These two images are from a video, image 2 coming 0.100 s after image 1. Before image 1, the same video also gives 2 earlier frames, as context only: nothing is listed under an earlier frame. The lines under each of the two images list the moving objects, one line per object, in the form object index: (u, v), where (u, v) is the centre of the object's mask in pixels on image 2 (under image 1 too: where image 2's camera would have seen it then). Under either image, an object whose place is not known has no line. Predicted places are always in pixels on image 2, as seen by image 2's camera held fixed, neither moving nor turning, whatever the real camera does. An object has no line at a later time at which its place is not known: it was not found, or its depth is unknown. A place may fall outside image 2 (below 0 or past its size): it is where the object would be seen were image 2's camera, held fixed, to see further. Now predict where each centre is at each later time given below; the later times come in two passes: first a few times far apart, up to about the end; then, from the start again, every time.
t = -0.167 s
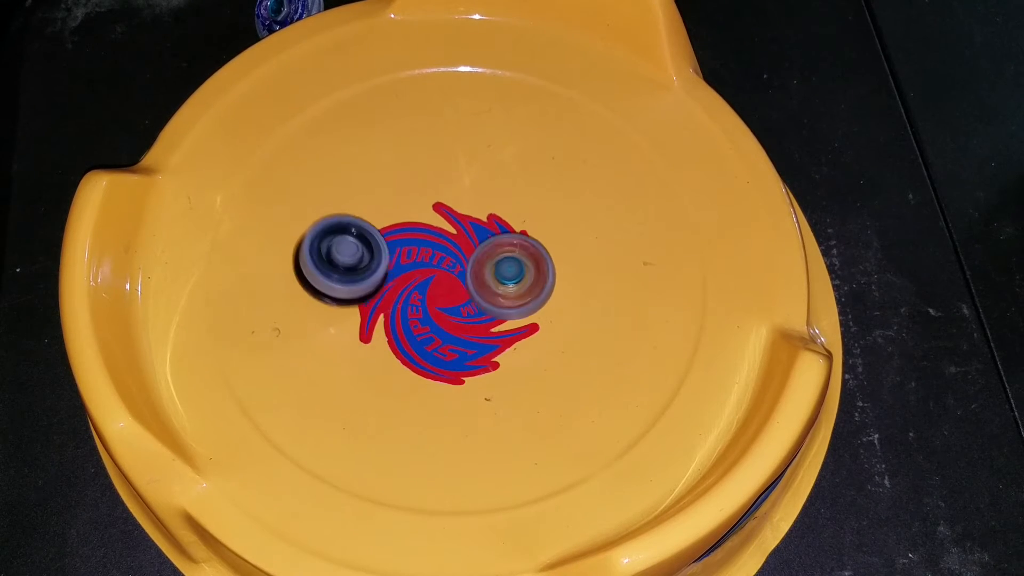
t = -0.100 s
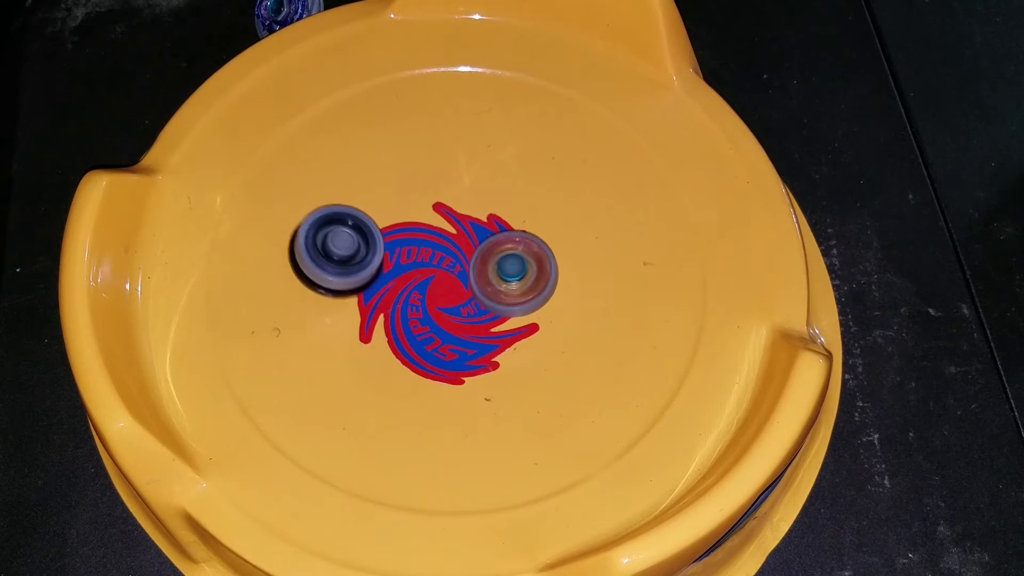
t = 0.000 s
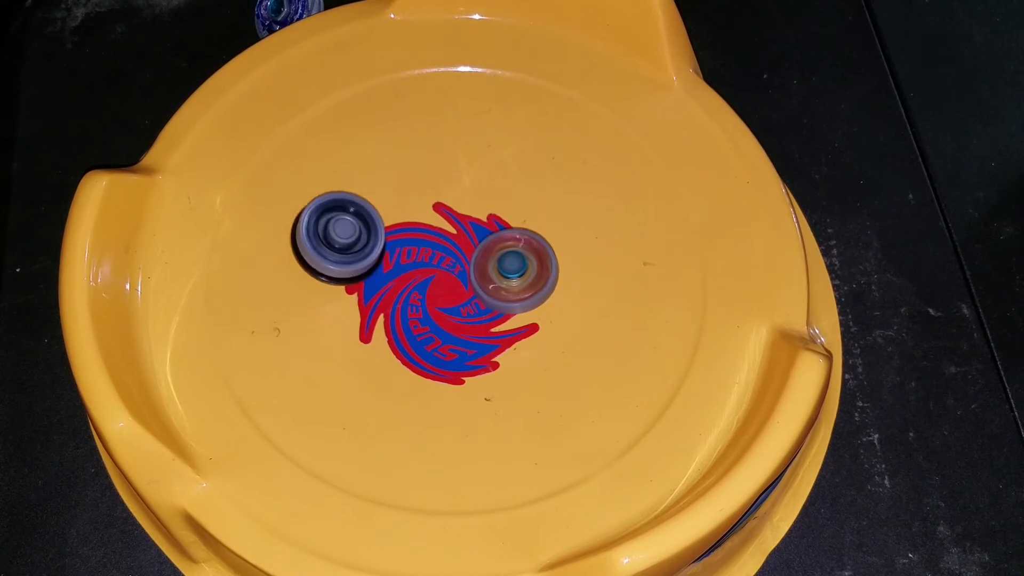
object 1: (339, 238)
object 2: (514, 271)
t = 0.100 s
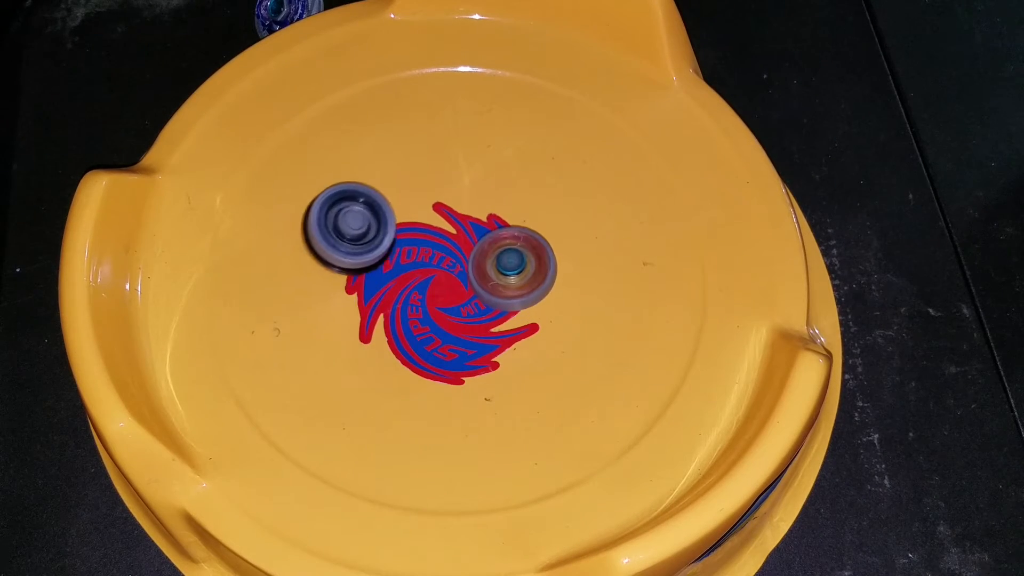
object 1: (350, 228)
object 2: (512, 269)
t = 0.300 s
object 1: (399, 219)
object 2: (499, 266)
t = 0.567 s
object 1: (454, 205)
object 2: (496, 291)
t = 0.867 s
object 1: (496, 219)
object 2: (464, 318)
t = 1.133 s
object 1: (516, 232)
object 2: (431, 340)
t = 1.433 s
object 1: (493, 273)
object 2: (413, 310)
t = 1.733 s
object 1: (505, 281)
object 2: (368, 281)
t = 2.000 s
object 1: (477, 290)
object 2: (388, 245)
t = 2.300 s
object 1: (476, 324)
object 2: (419, 206)
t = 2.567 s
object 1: (460, 318)
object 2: (465, 230)
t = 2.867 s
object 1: (420, 319)
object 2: (494, 249)
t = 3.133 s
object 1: (393, 294)
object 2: (493, 277)
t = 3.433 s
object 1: (389, 252)
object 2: (467, 294)
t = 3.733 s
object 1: (418, 211)
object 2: (446, 314)
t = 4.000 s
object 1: (462, 217)
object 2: (441, 308)
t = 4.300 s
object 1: (505, 256)
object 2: (425, 295)
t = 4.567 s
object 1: (509, 298)
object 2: (412, 279)
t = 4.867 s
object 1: (471, 325)
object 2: (410, 252)
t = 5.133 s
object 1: (437, 330)
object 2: (424, 224)
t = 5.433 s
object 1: (409, 307)
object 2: (468, 229)
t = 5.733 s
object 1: (403, 284)
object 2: (492, 257)
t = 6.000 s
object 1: (391, 263)
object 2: (499, 288)
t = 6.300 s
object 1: (401, 242)
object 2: (503, 299)
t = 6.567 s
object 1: (426, 240)
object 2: (500, 293)
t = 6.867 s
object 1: (438, 243)
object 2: (510, 288)
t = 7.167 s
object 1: (430, 245)
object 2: (506, 300)
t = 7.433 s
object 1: (423, 246)
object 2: (489, 303)
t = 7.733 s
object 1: (419, 238)
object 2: (488, 300)
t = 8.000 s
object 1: (424, 242)
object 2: (490, 295)
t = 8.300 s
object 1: (426, 248)
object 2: (486, 304)
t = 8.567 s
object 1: (429, 249)
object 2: (475, 322)
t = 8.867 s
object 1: (446, 239)
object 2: (461, 318)
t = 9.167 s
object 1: (463, 238)
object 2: (458, 319)
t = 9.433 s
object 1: (473, 239)
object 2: (447, 316)
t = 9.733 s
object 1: (458, 234)
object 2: (437, 314)
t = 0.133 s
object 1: (356, 226)
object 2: (511, 268)
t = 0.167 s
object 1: (363, 225)
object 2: (510, 268)
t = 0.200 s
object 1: (371, 223)
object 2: (508, 267)
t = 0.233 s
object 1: (381, 221)
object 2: (505, 267)
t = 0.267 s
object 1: (390, 220)
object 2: (503, 266)
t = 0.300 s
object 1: (399, 219)
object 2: (499, 266)
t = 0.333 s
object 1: (408, 219)
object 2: (496, 265)
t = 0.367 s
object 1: (417, 219)
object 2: (492, 265)
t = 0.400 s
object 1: (424, 217)
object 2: (497, 271)
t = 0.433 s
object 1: (430, 215)
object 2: (497, 275)
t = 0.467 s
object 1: (439, 214)
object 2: (495, 275)
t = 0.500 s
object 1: (445, 210)
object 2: (497, 282)
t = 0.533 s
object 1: (449, 207)
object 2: (497, 289)
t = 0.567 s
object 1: (454, 205)
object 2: (496, 291)
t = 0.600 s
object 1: (459, 205)
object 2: (495, 293)
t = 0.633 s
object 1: (463, 205)
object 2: (493, 295)
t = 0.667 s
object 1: (468, 207)
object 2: (491, 297)
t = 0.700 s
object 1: (473, 210)
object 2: (488, 298)
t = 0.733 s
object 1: (477, 213)
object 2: (485, 300)
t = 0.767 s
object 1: (482, 217)
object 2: (482, 300)
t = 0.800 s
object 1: (487, 220)
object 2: (478, 301)
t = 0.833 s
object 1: (490, 223)
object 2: (474, 302)
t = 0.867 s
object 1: (496, 219)
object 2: (464, 318)
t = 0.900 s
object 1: (501, 216)
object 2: (455, 330)
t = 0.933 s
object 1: (505, 217)
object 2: (448, 335)
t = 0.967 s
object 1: (509, 218)
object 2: (445, 338)
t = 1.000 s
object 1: (512, 220)
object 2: (442, 339)
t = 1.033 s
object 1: (514, 222)
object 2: (439, 340)
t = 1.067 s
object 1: (515, 224)
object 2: (436, 341)
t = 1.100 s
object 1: (516, 228)
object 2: (434, 341)
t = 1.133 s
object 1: (516, 232)
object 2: (431, 340)
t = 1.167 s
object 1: (516, 236)
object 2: (428, 338)
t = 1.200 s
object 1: (515, 241)
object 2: (425, 336)
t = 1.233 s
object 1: (513, 245)
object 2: (423, 333)
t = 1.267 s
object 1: (510, 249)
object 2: (421, 330)
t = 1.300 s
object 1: (505, 255)
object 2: (420, 327)
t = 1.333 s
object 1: (501, 260)
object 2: (419, 322)
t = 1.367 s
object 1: (497, 265)
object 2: (418, 318)
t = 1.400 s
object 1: (493, 270)
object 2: (418, 313)
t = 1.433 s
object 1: (493, 273)
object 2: (413, 310)
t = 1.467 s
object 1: (492, 275)
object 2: (408, 306)
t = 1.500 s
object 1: (502, 276)
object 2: (388, 306)
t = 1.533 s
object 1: (507, 278)
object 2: (377, 302)
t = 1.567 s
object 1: (510, 278)
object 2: (373, 299)
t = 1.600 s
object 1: (511, 279)
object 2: (371, 296)
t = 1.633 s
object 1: (510, 279)
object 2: (369, 292)
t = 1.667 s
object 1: (509, 280)
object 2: (367, 288)
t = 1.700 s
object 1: (507, 281)
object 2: (368, 284)
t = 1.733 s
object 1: (505, 281)
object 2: (368, 281)
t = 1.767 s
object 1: (501, 282)
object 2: (370, 277)
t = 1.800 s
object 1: (496, 283)
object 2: (372, 273)
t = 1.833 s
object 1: (492, 283)
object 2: (375, 269)
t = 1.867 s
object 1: (487, 283)
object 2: (378, 265)
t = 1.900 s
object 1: (482, 283)
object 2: (383, 261)
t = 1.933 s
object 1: (476, 284)
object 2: (388, 257)
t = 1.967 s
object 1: (477, 287)
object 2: (386, 250)
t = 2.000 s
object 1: (477, 290)
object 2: (388, 245)
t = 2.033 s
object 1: (475, 292)
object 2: (393, 242)
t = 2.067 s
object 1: (472, 294)
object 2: (398, 239)
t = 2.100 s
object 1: (469, 296)
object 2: (402, 237)
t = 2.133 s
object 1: (474, 305)
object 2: (398, 224)
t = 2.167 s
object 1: (476, 311)
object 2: (399, 213)
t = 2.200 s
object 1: (475, 315)
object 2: (405, 207)
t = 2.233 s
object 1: (475, 319)
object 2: (410, 205)
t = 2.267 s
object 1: (476, 322)
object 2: (415, 206)
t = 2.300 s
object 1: (476, 324)
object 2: (419, 206)
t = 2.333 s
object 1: (476, 325)
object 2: (423, 207)
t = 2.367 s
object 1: (475, 327)
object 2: (428, 209)
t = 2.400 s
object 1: (474, 327)
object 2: (433, 212)
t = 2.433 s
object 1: (472, 326)
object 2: (438, 215)
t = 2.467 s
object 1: (469, 325)
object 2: (447, 218)
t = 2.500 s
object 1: (467, 324)
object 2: (454, 222)
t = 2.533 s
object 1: (464, 321)
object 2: (459, 225)
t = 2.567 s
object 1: (460, 318)
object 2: (465, 230)
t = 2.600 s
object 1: (456, 318)
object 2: (470, 233)
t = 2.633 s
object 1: (448, 324)
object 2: (477, 227)
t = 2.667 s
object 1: (444, 325)
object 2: (483, 227)
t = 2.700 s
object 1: (439, 326)
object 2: (487, 230)
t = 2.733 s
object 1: (435, 326)
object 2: (489, 233)
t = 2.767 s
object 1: (431, 326)
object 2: (492, 237)
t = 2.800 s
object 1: (427, 324)
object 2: (493, 241)
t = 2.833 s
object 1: (423, 322)
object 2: (494, 245)
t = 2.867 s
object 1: (420, 319)
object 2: (494, 249)
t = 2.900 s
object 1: (418, 316)
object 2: (494, 254)
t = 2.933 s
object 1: (415, 312)
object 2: (493, 259)
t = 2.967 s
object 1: (412, 309)
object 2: (493, 263)
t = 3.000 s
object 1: (405, 306)
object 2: (500, 264)
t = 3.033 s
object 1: (400, 303)
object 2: (501, 268)
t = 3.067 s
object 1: (397, 301)
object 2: (499, 271)
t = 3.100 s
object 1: (395, 297)
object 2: (496, 274)
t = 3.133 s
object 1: (393, 294)
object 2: (493, 277)
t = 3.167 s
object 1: (392, 290)
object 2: (489, 280)
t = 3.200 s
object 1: (392, 286)
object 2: (484, 283)
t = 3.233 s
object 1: (389, 280)
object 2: (486, 285)
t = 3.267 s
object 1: (387, 275)
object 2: (483, 287)
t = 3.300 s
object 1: (388, 272)
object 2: (479, 289)
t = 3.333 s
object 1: (388, 267)
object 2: (476, 290)
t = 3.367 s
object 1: (388, 262)
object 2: (473, 291)
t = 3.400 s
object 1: (388, 257)
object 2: (470, 293)
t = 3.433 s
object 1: (389, 252)
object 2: (467, 294)
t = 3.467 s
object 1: (390, 247)
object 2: (465, 296)
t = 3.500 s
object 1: (393, 243)
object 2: (461, 296)
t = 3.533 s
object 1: (395, 238)
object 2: (459, 297)
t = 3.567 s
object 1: (398, 235)
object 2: (454, 297)
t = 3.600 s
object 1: (402, 232)
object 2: (450, 298)
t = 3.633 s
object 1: (406, 225)
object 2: (449, 305)
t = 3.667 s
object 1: (409, 218)
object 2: (448, 312)
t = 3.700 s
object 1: (414, 215)
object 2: (446, 313)
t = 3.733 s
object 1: (418, 211)
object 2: (446, 314)
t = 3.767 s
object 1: (423, 209)
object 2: (445, 315)
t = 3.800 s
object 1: (429, 208)
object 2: (445, 315)
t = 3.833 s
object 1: (434, 207)
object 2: (444, 314)
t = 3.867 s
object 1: (440, 209)
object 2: (443, 313)
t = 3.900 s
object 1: (445, 209)
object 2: (443, 312)
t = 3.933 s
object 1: (450, 211)
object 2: (442, 311)
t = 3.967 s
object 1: (457, 215)
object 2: (441, 310)
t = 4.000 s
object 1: (462, 217)
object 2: (441, 308)
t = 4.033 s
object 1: (468, 222)
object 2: (440, 305)
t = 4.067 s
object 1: (473, 226)
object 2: (439, 302)
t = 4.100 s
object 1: (478, 229)
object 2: (436, 302)
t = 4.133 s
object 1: (484, 233)
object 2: (433, 301)
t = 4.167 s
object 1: (490, 237)
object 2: (432, 300)
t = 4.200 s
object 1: (493, 241)
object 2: (430, 299)
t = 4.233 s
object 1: (499, 247)
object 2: (429, 297)
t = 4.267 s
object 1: (502, 250)
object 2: (427, 296)
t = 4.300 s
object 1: (505, 256)
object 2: (425, 295)
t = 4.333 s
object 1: (510, 261)
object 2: (422, 293)
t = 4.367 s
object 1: (511, 266)
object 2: (422, 292)
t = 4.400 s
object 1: (512, 272)
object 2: (421, 291)
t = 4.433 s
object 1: (512, 276)
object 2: (420, 290)
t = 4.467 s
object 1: (510, 282)
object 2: (418, 287)
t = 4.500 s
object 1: (512, 287)
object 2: (414, 284)
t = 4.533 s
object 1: (511, 292)
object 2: (413, 281)
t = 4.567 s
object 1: (509, 298)
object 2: (412, 279)
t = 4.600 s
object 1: (507, 301)
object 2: (411, 277)
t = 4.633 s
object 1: (503, 306)
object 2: (411, 275)
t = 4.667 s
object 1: (500, 311)
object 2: (411, 273)
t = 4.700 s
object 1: (493, 314)
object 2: (411, 271)
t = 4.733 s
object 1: (489, 316)
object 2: (412, 268)
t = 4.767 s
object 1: (486, 321)
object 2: (408, 261)
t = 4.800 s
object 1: (480, 323)
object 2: (408, 257)
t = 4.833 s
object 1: (477, 325)
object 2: (409, 255)
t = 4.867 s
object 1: (471, 325)
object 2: (410, 252)
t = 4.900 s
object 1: (467, 326)
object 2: (412, 250)
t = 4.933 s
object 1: (461, 324)
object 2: (414, 248)
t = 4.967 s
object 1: (455, 324)
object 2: (416, 246)
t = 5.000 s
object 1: (452, 329)
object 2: (415, 234)
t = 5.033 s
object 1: (447, 330)
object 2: (416, 227)
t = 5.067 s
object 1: (445, 330)
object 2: (419, 225)
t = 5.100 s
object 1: (440, 330)
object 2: (421, 225)
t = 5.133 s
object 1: (437, 330)
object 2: (424, 224)
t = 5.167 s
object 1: (433, 328)
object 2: (428, 224)
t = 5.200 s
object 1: (430, 326)
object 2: (432, 224)
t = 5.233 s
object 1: (428, 322)
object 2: (436, 226)
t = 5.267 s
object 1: (424, 319)
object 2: (440, 227)
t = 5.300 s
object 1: (424, 315)
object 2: (444, 229)
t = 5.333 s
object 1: (419, 313)
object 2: (450, 229)
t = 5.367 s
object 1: (418, 309)
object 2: (455, 230)
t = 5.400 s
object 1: (412, 308)
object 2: (462, 228)
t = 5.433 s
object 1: (409, 307)
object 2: (468, 229)
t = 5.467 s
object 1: (407, 304)
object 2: (471, 231)
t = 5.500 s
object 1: (405, 303)
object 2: (474, 234)
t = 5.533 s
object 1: (404, 300)
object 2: (477, 237)
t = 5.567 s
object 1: (404, 298)
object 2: (480, 240)
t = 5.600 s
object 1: (405, 294)
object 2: (482, 243)
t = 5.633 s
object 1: (405, 292)
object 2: (483, 247)
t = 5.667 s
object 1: (404, 289)
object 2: (489, 249)
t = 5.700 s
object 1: (403, 286)
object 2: (491, 254)
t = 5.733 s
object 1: (403, 284)
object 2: (492, 257)
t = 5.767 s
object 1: (398, 281)
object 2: (499, 260)
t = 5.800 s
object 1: (397, 280)
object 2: (499, 264)
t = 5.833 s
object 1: (395, 278)
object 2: (498, 267)
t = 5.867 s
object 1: (395, 276)
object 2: (497, 270)
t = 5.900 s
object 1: (394, 273)
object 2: (494, 274)
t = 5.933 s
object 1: (396, 272)
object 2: (492, 278)
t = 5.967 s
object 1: (398, 269)
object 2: (487, 281)
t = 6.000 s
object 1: (391, 263)
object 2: (499, 288)
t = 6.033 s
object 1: (389, 259)
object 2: (512, 296)
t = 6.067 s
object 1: (389, 258)
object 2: (518, 302)
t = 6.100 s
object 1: (387, 254)
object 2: (520, 305)
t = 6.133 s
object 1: (387, 251)
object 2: (517, 306)
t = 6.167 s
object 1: (388, 248)
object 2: (514, 305)
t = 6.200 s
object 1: (390, 246)
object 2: (512, 304)
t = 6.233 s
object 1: (393, 243)
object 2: (511, 302)
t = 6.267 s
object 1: (398, 243)
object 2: (507, 301)
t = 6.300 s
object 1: (401, 242)
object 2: (503, 299)
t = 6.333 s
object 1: (407, 242)
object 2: (499, 295)
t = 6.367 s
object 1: (412, 243)
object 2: (495, 292)
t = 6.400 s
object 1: (417, 244)
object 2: (492, 288)
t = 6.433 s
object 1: (418, 242)
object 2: (495, 290)
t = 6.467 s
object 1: (423, 242)
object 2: (494, 290)
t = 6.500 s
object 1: (423, 240)
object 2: (499, 294)
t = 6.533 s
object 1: (426, 239)
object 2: (501, 295)
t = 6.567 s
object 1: (426, 240)
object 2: (500, 293)
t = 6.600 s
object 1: (429, 239)
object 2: (500, 290)
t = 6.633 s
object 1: (430, 240)
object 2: (502, 288)
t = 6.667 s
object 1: (433, 241)
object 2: (503, 288)
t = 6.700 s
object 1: (434, 242)
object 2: (505, 288)
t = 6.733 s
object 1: (436, 241)
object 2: (506, 288)
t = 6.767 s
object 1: (436, 242)
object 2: (507, 288)
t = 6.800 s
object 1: (437, 241)
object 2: (508, 288)
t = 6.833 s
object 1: (438, 243)
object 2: (509, 288)
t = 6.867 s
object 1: (438, 243)
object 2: (510, 288)
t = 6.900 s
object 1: (438, 243)
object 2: (515, 292)
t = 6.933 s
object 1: (436, 241)
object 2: (520, 298)
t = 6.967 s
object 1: (436, 241)
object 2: (518, 301)
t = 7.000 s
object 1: (432, 241)
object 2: (517, 300)
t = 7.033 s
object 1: (432, 240)
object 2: (516, 300)
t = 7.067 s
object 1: (431, 242)
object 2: (515, 300)
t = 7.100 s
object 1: (430, 242)
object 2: (512, 300)
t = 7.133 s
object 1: (431, 244)
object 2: (509, 301)
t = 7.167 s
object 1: (430, 245)
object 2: (506, 300)
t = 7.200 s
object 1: (431, 247)
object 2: (503, 299)
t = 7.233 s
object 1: (430, 249)
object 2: (498, 298)
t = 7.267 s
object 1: (430, 249)
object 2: (496, 299)
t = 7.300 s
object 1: (429, 249)
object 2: (496, 302)
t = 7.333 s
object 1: (428, 248)
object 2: (494, 304)
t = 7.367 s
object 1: (427, 250)
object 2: (493, 304)
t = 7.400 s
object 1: (424, 248)
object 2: (491, 305)
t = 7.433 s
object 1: (423, 246)
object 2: (489, 303)
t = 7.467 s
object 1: (422, 247)
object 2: (489, 301)
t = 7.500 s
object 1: (421, 245)
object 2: (489, 301)
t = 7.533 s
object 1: (421, 244)
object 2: (487, 299)
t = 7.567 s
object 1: (420, 244)
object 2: (486, 297)
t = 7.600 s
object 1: (421, 244)
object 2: (486, 296)
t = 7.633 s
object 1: (421, 243)
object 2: (487, 298)
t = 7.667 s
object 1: (421, 243)
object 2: (486, 296)
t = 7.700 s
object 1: (420, 241)
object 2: (489, 299)
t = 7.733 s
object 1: (419, 238)
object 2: (488, 300)
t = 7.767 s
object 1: (420, 238)
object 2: (487, 297)
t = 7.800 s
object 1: (419, 239)
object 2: (489, 295)
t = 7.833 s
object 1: (419, 237)
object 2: (490, 295)
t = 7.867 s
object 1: (421, 237)
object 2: (489, 294)
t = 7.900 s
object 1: (422, 240)
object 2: (489, 292)
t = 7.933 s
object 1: (423, 240)
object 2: (490, 292)
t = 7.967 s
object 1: (424, 241)
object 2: (490, 292)
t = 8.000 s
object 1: (424, 242)
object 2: (490, 295)
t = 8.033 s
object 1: (426, 242)
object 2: (489, 297)
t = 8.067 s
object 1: (426, 243)
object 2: (491, 301)
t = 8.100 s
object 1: (425, 243)
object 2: (490, 302)
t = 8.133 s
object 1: (425, 243)
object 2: (490, 302)
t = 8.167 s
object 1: (424, 244)
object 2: (491, 303)
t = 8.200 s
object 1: (425, 244)
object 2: (491, 304)
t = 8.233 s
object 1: (426, 245)
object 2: (489, 304)
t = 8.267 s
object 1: (426, 248)
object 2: (488, 304)
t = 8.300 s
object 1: (426, 248)
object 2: (486, 304)
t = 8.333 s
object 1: (426, 249)
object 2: (485, 307)
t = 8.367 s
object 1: (427, 250)
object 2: (482, 309)
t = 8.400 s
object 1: (428, 250)
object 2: (480, 312)
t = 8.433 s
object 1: (429, 250)
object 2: (480, 319)
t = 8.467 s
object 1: (429, 249)
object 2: (477, 323)
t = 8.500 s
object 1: (430, 248)
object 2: (476, 322)
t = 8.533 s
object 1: (431, 249)
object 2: (476, 322)
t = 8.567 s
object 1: (429, 249)
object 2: (475, 322)
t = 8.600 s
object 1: (429, 247)
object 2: (473, 322)
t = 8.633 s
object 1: (431, 246)
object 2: (471, 320)
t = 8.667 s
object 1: (434, 247)
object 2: (470, 318)
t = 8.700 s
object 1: (435, 247)
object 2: (470, 320)
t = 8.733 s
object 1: (437, 246)
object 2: (466, 320)
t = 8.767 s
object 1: (440, 244)
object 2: (465, 320)
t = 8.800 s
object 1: (441, 242)
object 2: (462, 319)
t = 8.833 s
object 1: (443, 240)
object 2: (462, 318)
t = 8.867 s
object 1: (446, 239)
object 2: (461, 318)
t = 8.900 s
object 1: (447, 238)
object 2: (460, 317)
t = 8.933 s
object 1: (449, 236)
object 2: (460, 316)
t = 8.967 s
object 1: (452, 236)
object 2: (461, 315)
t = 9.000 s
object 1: (456, 236)
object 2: (462, 316)
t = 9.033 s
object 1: (457, 236)
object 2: (461, 316)
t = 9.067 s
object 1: (460, 235)
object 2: (460, 319)
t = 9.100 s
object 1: (462, 236)
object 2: (457, 320)
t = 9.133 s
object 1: (463, 237)
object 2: (457, 317)
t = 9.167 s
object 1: (463, 238)
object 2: (458, 319)
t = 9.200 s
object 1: (466, 237)
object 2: (455, 324)
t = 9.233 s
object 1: (469, 238)
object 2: (451, 323)
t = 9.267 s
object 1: (471, 241)
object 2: (451, 318)
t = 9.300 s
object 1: (470, 242)
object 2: (451, 319)
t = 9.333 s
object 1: (471, 240)
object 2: (451, 322)
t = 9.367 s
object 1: (473, 239)
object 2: (448, 323)
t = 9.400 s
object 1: (474, 239)
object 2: (445, 320)
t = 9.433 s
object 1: (473, 239)
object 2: (447, 316)
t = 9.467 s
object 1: (473, 239)
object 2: (450, 316)
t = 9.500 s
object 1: (472, 239)
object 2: (450, 316)
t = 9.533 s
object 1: (470, 238)
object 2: (448, 317)
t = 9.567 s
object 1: (467, 238)
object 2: (446, 314)
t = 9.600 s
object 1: (465, 237)
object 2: (444, 315)
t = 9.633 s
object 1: (462, 236)
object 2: (441, 316)
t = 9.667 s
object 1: (460, 236)
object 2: (439, 313)
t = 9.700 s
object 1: (459, 235)
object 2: (439, 314)
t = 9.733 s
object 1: (458, 234)
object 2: (437, 314)
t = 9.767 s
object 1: (458, 234)
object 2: (437, 312)
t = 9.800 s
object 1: (459, 234)
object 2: (439, 311)
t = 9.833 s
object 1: (461, 234)
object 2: (443, 311)
